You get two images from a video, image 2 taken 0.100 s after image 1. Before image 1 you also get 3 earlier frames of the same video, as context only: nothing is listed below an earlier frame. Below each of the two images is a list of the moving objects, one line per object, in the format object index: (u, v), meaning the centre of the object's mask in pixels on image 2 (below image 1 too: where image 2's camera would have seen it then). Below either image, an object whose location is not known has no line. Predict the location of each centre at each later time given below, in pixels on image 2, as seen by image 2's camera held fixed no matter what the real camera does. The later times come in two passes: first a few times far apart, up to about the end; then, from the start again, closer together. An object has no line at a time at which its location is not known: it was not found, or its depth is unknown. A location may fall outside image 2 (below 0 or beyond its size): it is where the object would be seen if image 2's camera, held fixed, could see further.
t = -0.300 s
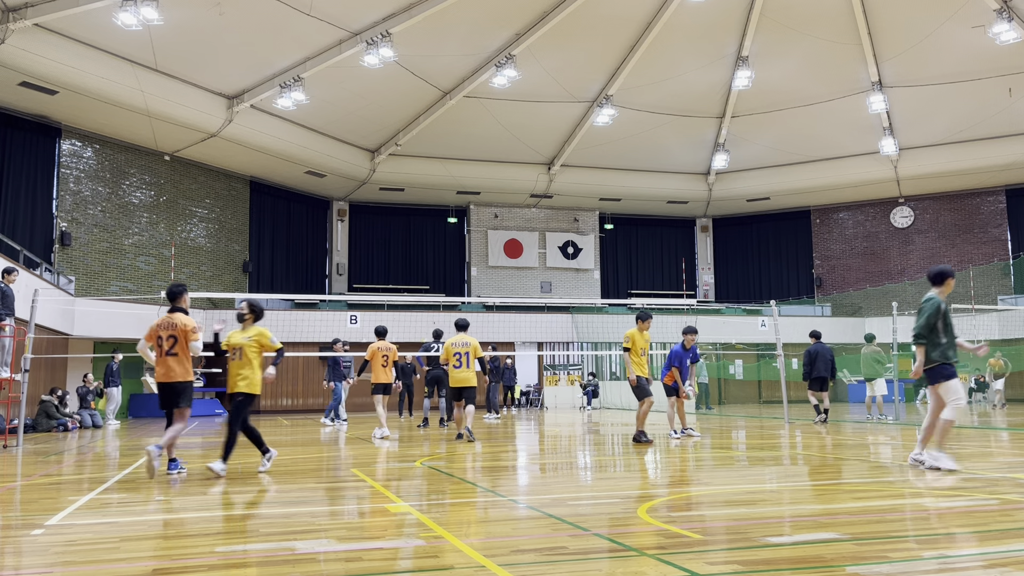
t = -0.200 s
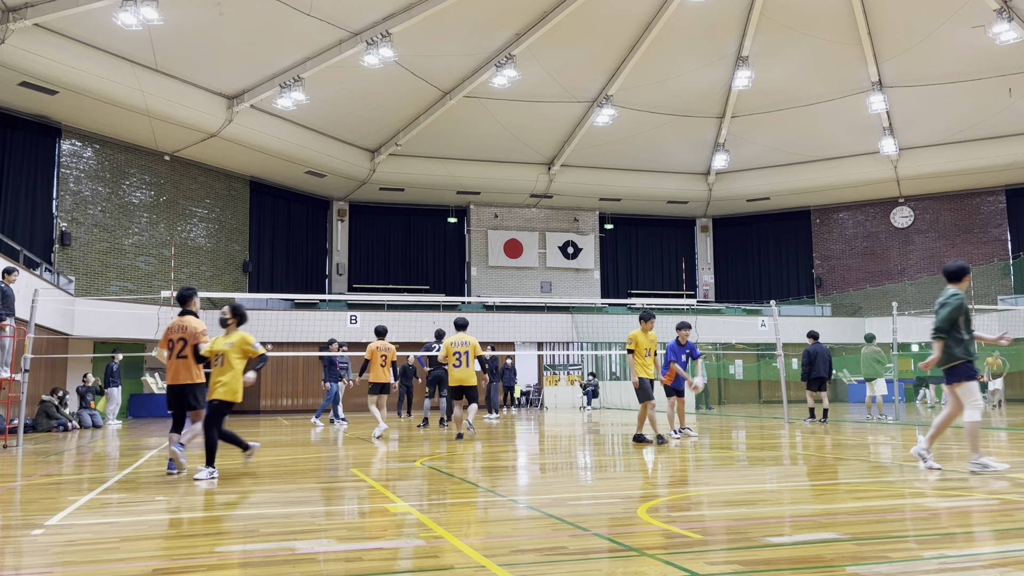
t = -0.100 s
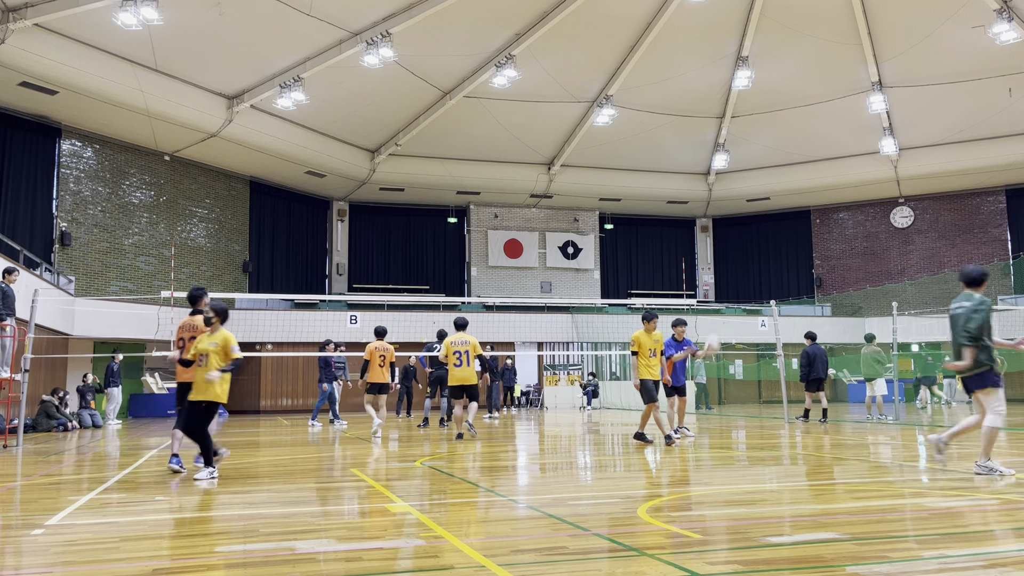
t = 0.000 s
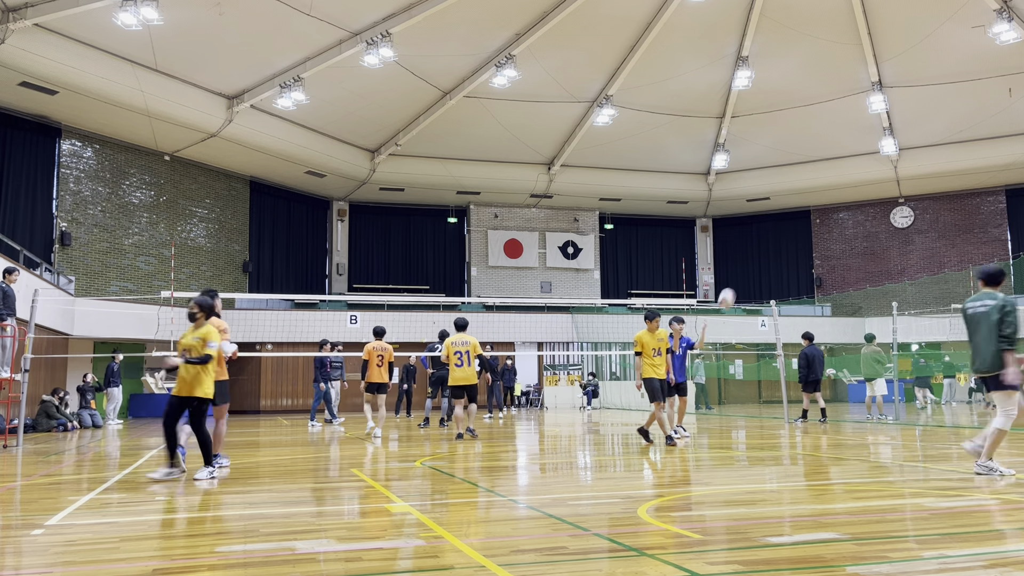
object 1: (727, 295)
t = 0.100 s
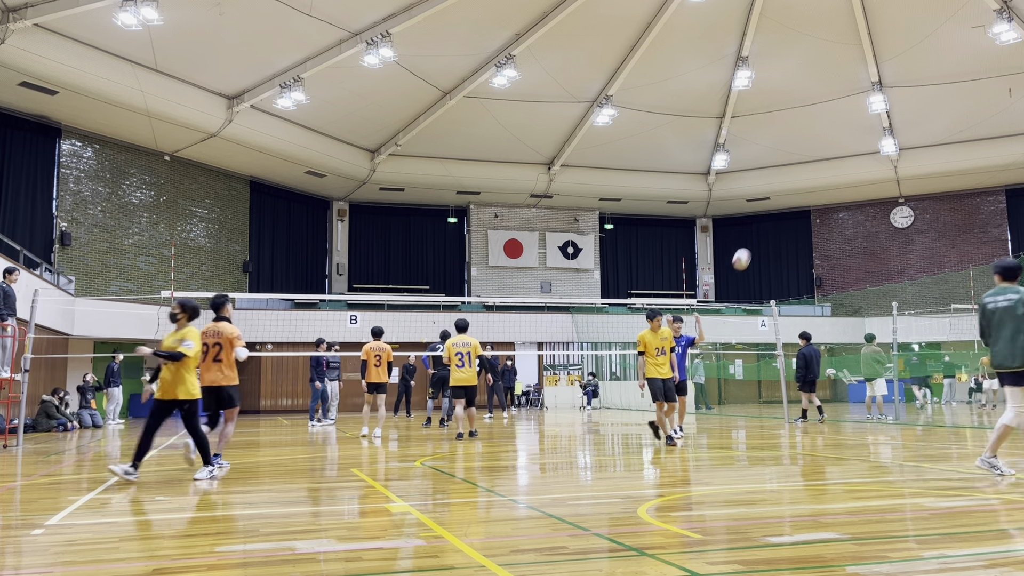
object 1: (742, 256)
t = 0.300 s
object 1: (775, 195)
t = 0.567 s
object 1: (828, 158)
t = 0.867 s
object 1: (901, 191)
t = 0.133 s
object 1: (747, 243)
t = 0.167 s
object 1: (752, 232)
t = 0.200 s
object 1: (758, 222)
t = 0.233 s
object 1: (763, 212)
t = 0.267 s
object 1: (769, 203)
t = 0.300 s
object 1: (775, 195)
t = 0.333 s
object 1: (781, 187)
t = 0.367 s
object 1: (788, 180)
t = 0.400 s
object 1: (794, 175)
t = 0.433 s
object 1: (801, 170)
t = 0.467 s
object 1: (807, 166)
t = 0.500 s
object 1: (814, 163)
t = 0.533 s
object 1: (821, 160)
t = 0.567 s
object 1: (828, 158)
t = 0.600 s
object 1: (835, 157)
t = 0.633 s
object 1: (843, 158)
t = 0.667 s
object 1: (851, 159)
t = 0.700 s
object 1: (859, 163)
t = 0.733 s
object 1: (867, 165)
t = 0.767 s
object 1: (874, 171)
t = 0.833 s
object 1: (892, 183)
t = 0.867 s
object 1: (901, 191)
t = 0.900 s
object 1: (911, 200)
